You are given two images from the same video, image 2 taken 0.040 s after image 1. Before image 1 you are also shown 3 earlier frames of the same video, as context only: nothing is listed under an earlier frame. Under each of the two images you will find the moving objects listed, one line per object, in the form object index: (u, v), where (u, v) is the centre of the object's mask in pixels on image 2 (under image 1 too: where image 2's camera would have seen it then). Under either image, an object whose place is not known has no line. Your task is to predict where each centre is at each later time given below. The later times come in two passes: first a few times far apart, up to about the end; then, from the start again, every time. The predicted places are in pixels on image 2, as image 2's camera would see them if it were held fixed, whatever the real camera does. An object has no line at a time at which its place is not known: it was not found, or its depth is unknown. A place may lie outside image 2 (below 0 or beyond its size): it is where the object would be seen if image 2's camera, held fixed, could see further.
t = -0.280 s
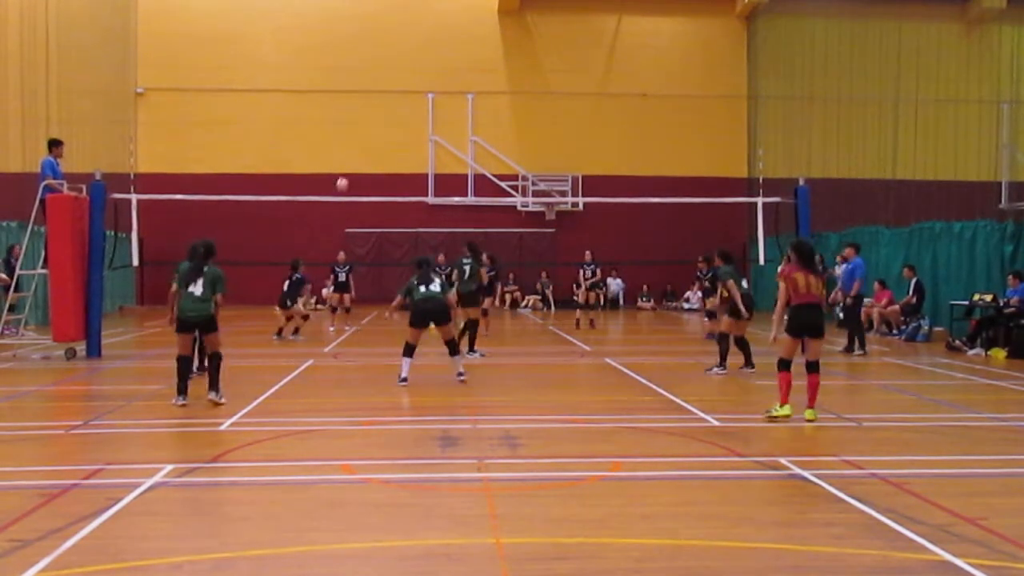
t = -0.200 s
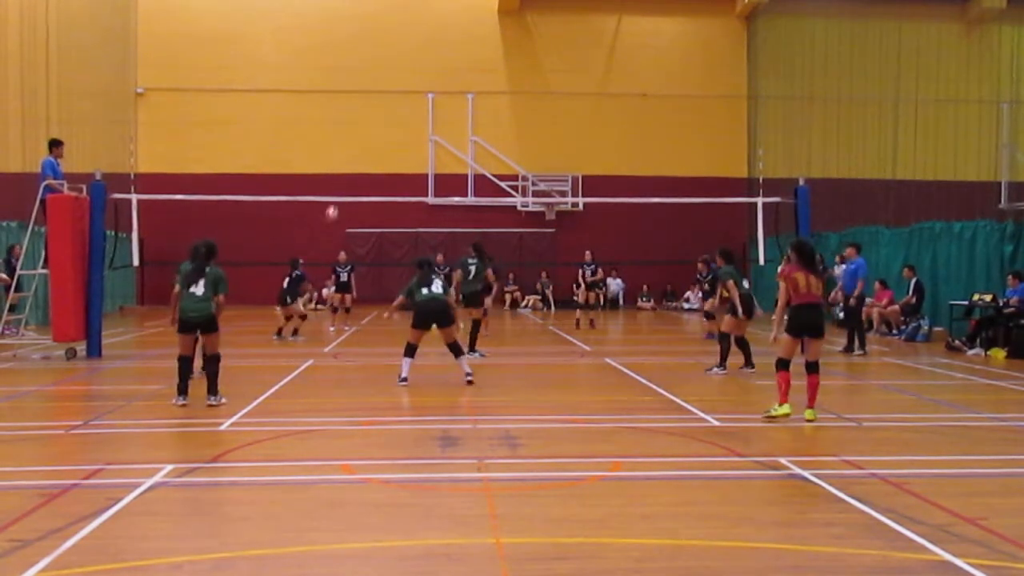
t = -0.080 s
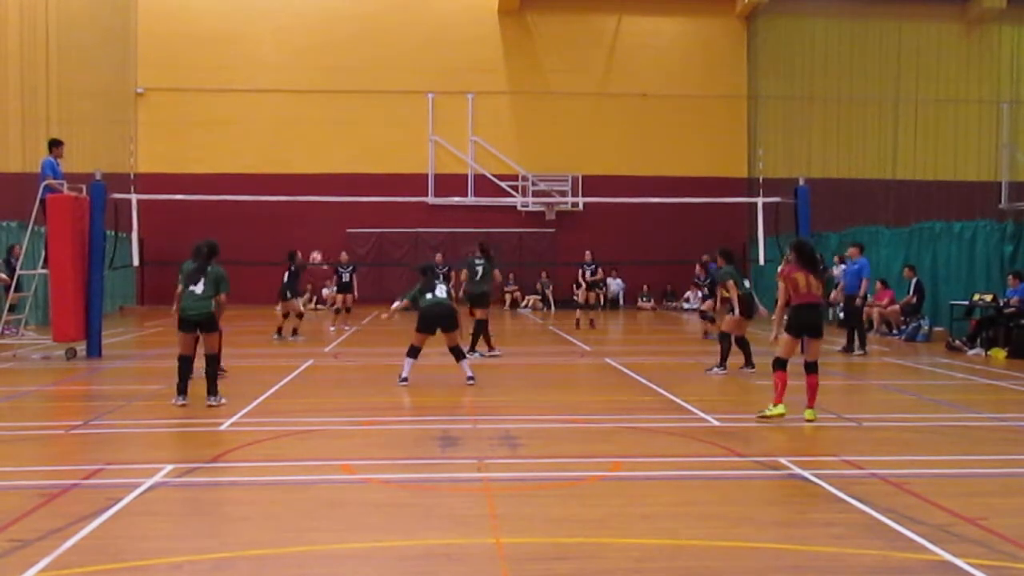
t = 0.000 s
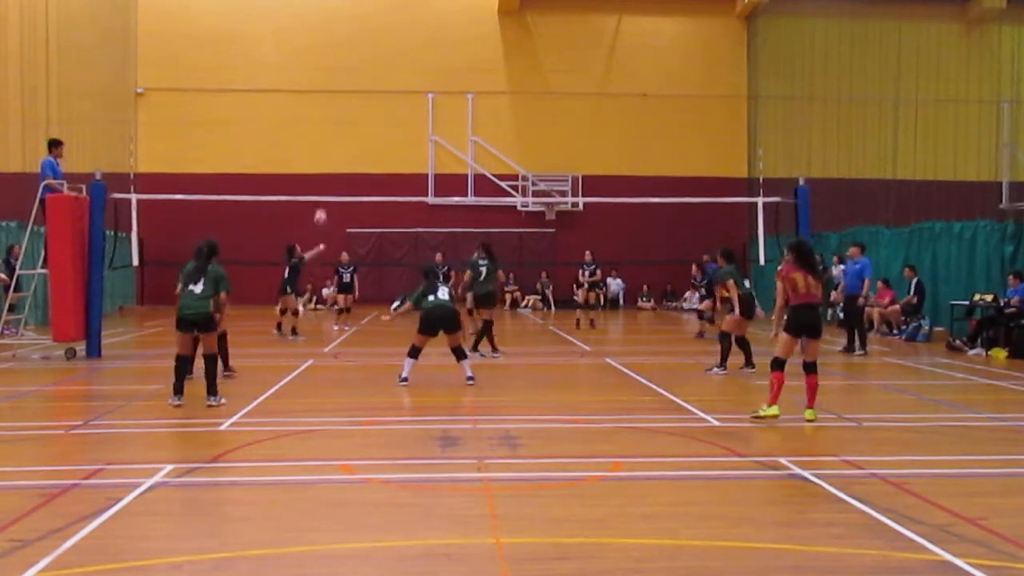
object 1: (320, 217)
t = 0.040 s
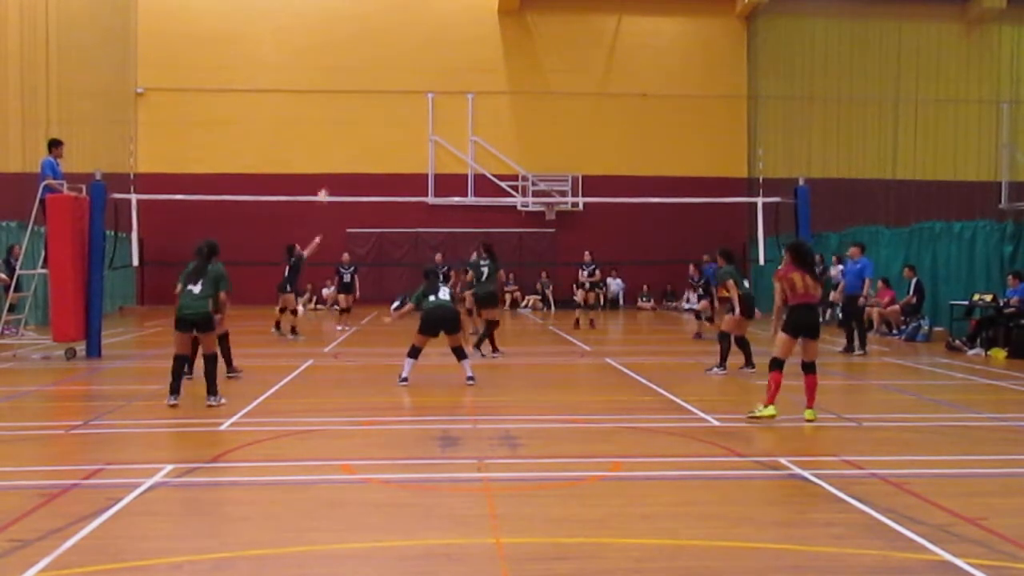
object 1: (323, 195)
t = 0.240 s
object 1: (335, 112)
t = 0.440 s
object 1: (346, 54)
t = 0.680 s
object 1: (359, 16)
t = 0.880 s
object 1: (370, 9)
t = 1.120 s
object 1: (383, 34)
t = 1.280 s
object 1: (391, 70)
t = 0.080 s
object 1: (325, 178)
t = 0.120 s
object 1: (327, 160)
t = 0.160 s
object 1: (330, 143)
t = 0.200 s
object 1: (333, 127)
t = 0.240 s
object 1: (335, 112)
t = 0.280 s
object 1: (338, 99)
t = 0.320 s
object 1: (339, 86)
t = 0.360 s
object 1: (341, 75)
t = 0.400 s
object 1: (344, 64)
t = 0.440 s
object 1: (346, 54)
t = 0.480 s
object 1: (348, 46)
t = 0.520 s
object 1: (350, 38)
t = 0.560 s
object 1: (352, 31)
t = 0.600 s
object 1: (355, 25)
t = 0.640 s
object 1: (357, 20)
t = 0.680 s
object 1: (359, 16)
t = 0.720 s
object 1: (361, 13)
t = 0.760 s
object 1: (364, 11)
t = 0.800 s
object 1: (366, 10)
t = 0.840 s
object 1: (368, 9)
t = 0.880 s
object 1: (370, 9)
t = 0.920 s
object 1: (372, 11)
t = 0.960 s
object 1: (374, 13)
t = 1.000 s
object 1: (377, 17)
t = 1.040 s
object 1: (379, 22)
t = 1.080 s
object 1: (381, 28)
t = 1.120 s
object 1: (383, 34)
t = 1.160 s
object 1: (385, 42)
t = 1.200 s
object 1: (388, 50)
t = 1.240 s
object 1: (390, 59)
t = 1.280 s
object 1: (391, 70)
